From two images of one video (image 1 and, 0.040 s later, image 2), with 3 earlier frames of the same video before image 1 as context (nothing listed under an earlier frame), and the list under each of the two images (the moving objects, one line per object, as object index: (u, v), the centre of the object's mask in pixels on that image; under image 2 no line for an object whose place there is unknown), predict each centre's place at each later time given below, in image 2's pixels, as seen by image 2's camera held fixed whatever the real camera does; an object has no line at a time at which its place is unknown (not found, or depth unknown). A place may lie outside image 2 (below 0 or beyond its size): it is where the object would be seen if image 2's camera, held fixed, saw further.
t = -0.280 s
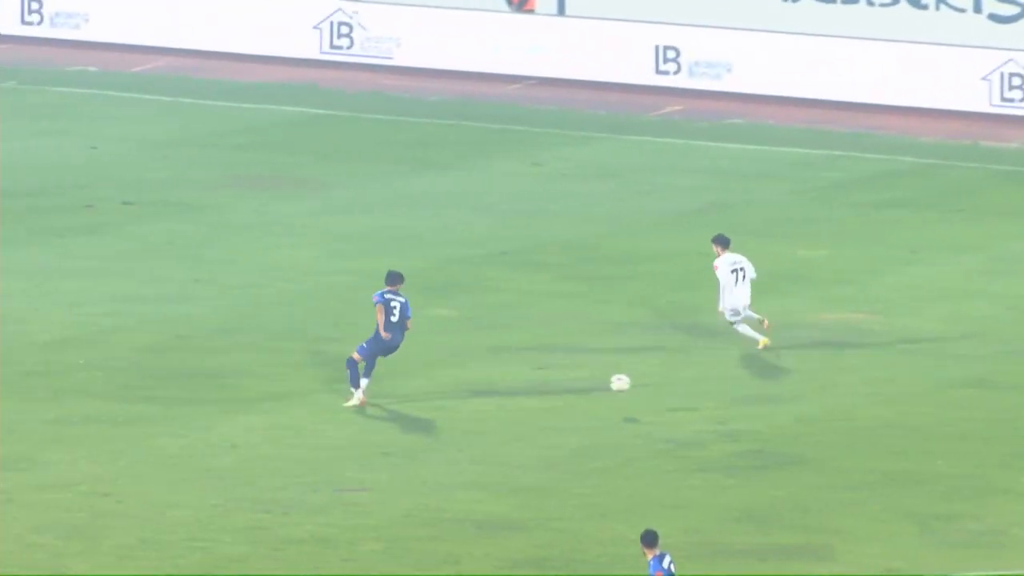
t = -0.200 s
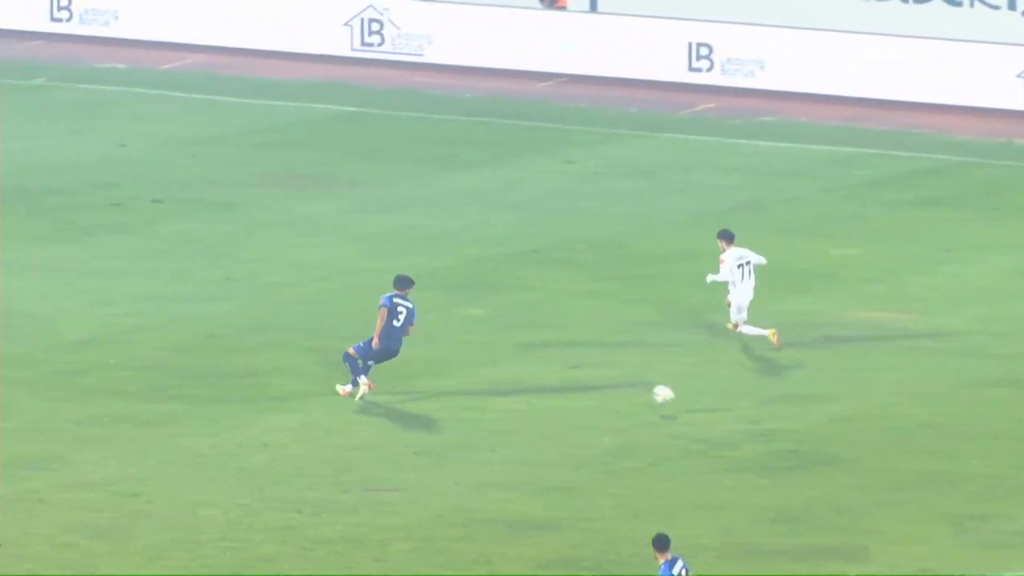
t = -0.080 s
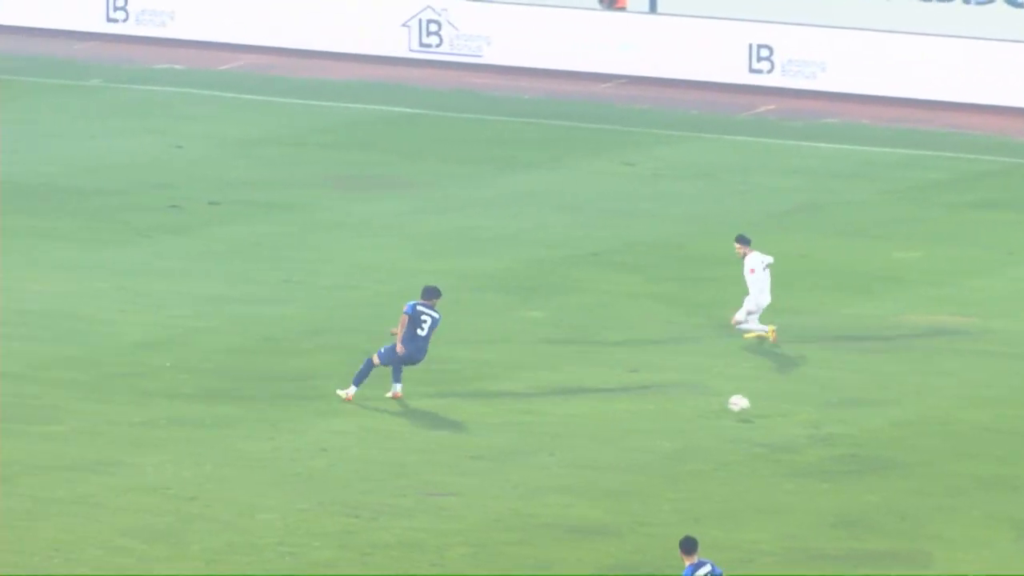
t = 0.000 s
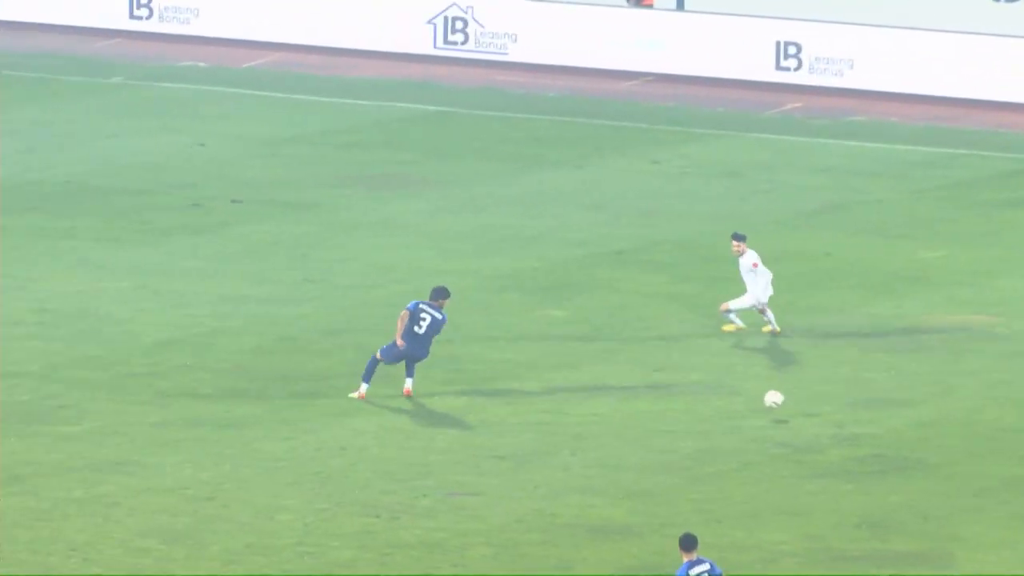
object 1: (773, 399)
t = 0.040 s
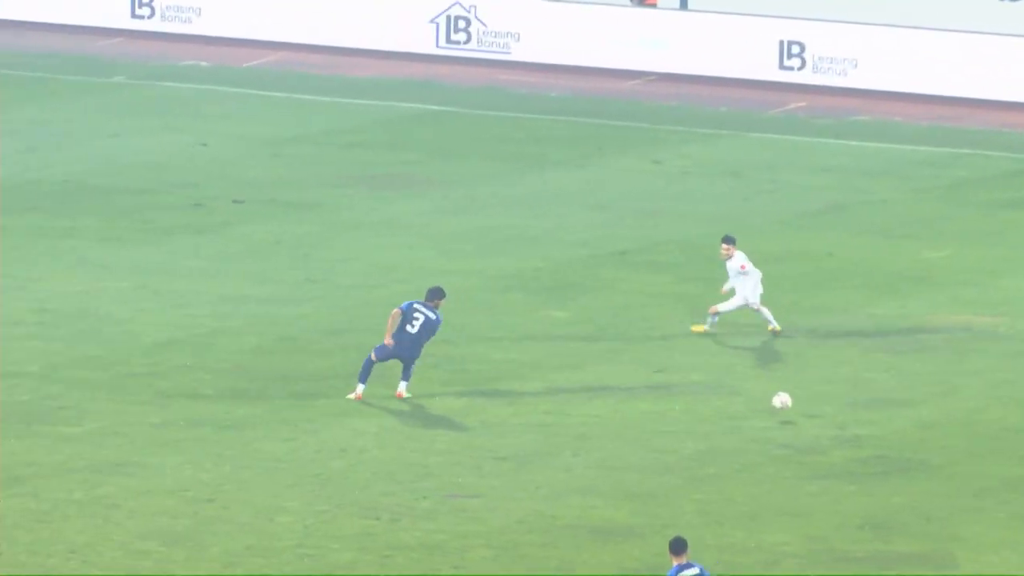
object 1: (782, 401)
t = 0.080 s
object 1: (787, 402)
